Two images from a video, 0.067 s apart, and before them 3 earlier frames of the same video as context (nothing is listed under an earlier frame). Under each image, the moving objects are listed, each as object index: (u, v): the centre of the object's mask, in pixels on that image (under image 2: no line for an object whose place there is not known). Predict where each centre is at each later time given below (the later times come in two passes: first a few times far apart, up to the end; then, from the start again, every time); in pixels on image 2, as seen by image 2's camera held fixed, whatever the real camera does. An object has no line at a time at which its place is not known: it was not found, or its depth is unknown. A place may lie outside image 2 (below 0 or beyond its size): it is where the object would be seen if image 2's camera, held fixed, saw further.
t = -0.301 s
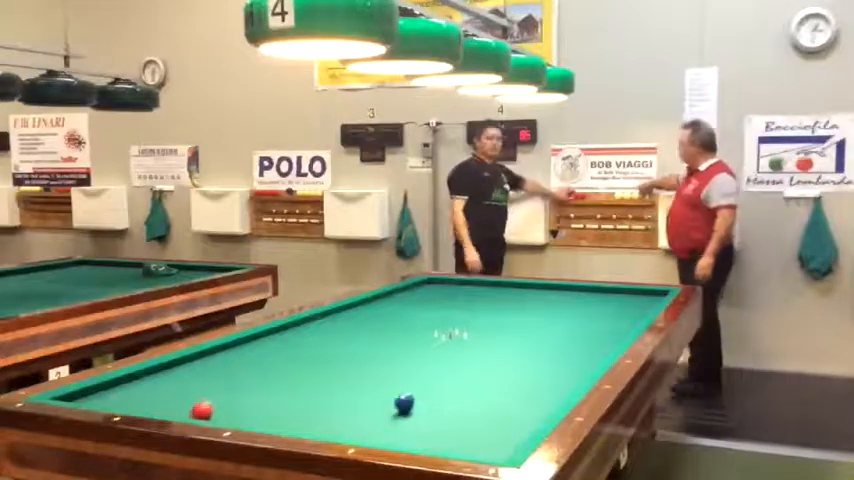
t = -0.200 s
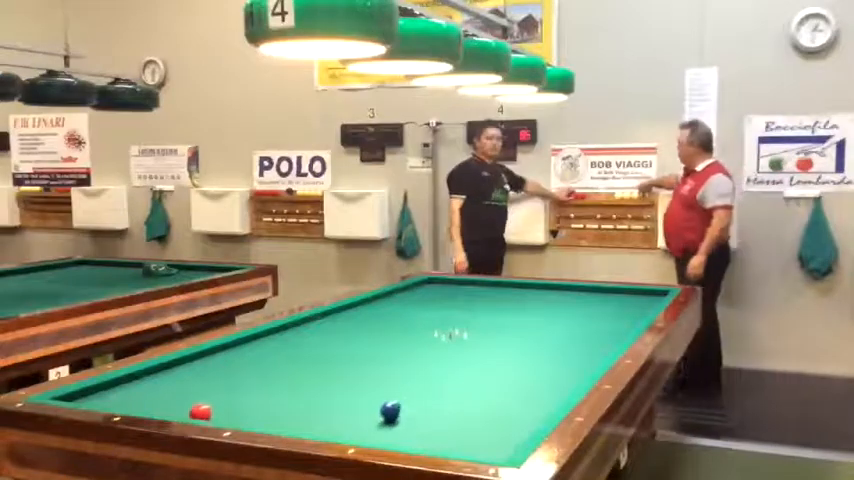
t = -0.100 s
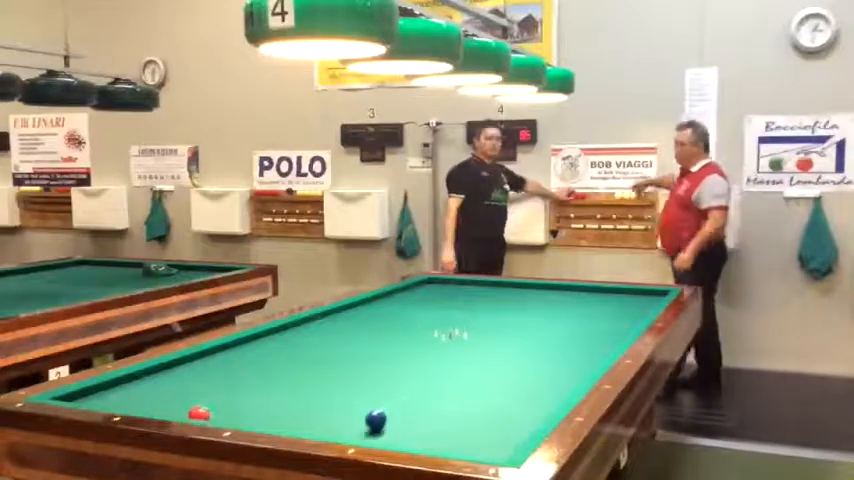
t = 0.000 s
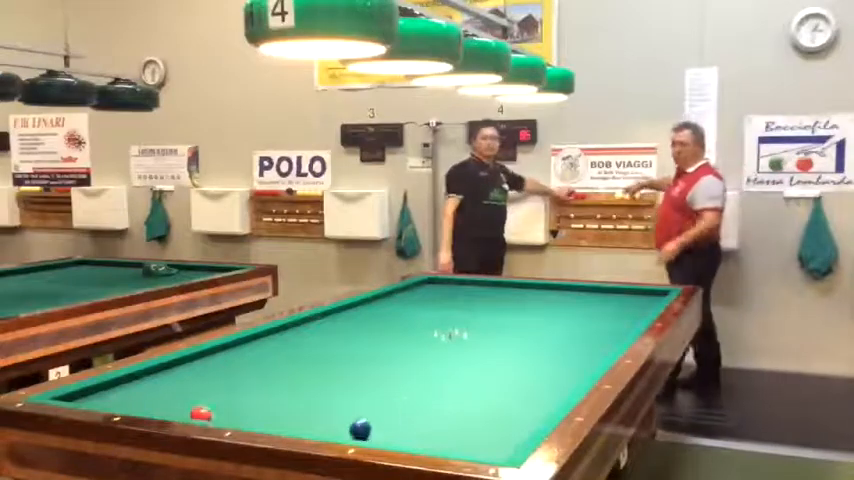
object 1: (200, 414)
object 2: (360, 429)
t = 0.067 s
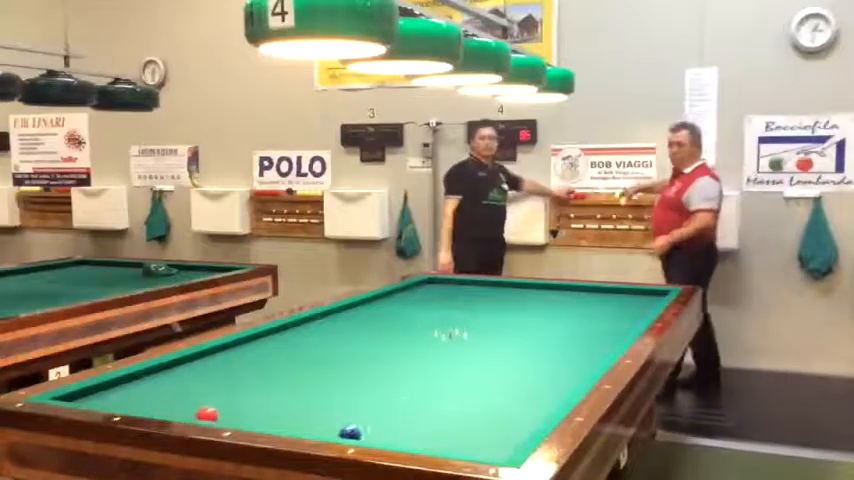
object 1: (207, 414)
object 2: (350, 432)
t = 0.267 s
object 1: (216, 413)
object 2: (366, 426)
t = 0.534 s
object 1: (230, 412)
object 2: (387, 413)
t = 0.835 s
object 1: (243, 411)
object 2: (408, 401)
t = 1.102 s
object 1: (254, 409)
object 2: (425, 391)
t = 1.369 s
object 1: (264, 407)
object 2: (439, 382)
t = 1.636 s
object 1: (272, 406)
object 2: (453, 373)
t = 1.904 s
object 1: (279, 404)
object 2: (465, 366)
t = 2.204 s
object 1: (286, 402)
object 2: (477, 359)
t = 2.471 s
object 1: (291, 401)
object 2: (486, 353)
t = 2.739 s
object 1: (296, 400)
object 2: (495, 348)
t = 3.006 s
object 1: (299, 399)
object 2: (503, 343)
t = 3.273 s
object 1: (302, 399)
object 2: (510, 339)
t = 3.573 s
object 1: (303, 399)
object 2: (518, 334)
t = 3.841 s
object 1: (304, 398)
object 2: (524, 330)
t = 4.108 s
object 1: (304, 398)
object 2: (529, 327)
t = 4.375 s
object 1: (304, 398)
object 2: (534, 324)
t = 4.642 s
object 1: (304, 398)
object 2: (540, 320)
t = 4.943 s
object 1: (304, 398)
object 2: (545, 317)
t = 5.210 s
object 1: (304, 398)
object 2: (549, 316)
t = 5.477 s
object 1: (304, 398)
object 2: (553, 313)
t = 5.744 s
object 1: (304, 398)
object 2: (556, 310)
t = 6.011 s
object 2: (559, 309)
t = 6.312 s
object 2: (562, 307)
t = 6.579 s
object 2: (565, 305)
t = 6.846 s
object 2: (567, 304)
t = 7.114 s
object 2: (569, 303)
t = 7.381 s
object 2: (570, 302)
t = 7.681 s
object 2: (572, 300)
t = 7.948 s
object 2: (574, 299)
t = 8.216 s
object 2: (576, 298)
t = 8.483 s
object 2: (576, 298)
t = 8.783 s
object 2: (577, 297)
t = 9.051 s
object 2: (578, 297)
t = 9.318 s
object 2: (578, 296)
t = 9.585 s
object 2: (579, 295)
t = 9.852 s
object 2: (579, 295)
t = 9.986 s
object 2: (580, 295)
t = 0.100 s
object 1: (208, 414)
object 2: (348, 433)
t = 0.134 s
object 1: (209, 414)
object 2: (351, 432)
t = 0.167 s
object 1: (210, 414)
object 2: (354, 431)
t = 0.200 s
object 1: (212, 414)
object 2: (359, 429)
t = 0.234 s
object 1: (214, 414)
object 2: (362, 428)
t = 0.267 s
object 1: (216, 413)
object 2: (366, 426)
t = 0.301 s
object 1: (217, 414)
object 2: (369, 424)
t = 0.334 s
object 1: (219, 413)
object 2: (372, 423)
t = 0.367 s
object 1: (221, 413)
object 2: (375, 421)
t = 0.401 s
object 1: (222, 413)
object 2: (377, 420)
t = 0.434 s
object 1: (225, 413)
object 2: (380, 418)
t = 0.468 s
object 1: (226, 413)
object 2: (383, 416)
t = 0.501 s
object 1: (228, 413)
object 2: (385, 415)
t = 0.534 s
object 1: (230, 412)
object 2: (387, 413)
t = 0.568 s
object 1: (231, 412)
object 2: (390, 412)
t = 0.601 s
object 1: (233, 412)
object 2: (392, 410)
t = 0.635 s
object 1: (235, 412)
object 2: (395, 409)
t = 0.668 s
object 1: (236, 412)
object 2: (397, 408)
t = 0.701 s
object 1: (237, 412)
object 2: (399, 406)
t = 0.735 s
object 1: (239, 411)
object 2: (401, 404)
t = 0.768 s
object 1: (240, 411)
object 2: (404, 403)
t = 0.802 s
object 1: (241, 411)
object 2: (406, 402)
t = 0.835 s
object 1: (243, 411)
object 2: (408, 401)
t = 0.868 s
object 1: (244, 410)
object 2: (410, 399)
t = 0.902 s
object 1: (246, 410)
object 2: (412, 398)
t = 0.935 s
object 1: (247, 410)
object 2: (414, 397)
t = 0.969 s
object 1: (248, 410)
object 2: (416, 395)
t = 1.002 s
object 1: (250, 409)
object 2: (418, 394)
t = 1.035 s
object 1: (251, 409)
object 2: (420, 393)
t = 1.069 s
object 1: (253, 409)
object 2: (422, 392)
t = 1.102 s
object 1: (254, 409)
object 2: (425, 391)
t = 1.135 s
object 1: (255, 409)
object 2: (426, 390)
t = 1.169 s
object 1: (256, 408)
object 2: (428, 389)
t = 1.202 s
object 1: (257, 408)
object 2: (430, 387)
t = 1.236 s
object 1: (259, 408)
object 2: (432, 386)
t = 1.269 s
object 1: (260, 408)
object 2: (434, 385)
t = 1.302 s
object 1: (261, 408)
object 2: (436, 384)
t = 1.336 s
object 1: (262, 407)
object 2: (438, 383)
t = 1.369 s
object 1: (264, 407)
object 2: (439, 382)
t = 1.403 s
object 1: (264, 407)
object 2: (441, 381)
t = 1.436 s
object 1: (266, 407)
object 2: (443, 380)
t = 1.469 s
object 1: (267, 407)
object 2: (444, 379)
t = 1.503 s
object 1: (268, 407)
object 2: (446, 378)
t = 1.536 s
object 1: (269, 407)
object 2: (448, 377)
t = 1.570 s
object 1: (270, 406)
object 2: (449, 376)
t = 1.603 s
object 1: (271, 406)
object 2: (451, 375)
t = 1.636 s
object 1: (272, 406)
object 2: (453, 373)
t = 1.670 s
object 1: (273, 405)
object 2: (454, 373)
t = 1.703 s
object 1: (274, 405)
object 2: (456, 371)
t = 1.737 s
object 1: (275, 405)
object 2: (457, 371)
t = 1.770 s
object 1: (276, 405)
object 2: (459, 370)
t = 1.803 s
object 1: (277, 404)
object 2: (460, 369)
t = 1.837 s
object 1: (278, 404)
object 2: (462, 368)
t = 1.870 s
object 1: (278, 404)
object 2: (463, 367)
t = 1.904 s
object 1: (279, 404)
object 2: (465, 366)
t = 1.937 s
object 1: (280, 404)
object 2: (466, 365)
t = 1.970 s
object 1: (281, 404)
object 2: (468, 364)
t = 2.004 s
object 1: (282, 404)
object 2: (469, 364)
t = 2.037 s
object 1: (282, 403)
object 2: (470, 363)
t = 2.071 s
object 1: (283, 403)
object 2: (472, 362)
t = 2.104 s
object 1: (283, 403)
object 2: (473, 361)
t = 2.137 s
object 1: (285, 402)
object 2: (474, 360)
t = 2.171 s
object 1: (285, 402)
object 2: (475, 360)
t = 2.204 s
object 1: (286, 402)
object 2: (477, 359)
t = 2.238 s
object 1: (287, 402)
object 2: (478, 358)
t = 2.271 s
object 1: (288, 402)
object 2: (479, 357)
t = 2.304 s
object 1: (289, 401)
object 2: (480, 357)
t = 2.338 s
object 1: (289, 401)
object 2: (482, 356)
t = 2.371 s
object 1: (290, 401)
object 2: (483, 355)
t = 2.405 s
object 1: (290, 401)
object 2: (484, 355)
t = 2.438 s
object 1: (291, 401)
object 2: (485, 354)
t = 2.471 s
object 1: (291, 401)
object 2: (486, 353)
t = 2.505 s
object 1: (292, 401)
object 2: (487, 353)
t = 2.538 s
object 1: (293, 401)
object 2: (488, 352)
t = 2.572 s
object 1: (293, 401)
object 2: (490, 351)
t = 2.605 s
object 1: (294, 401)
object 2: (491, 350)
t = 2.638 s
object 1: (294, 400)
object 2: (492, 350)
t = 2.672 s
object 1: (295, 400)
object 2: (493, 349)
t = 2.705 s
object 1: (295, 400)
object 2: (494, 349)
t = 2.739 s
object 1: (296, 400)
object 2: (495, 348)
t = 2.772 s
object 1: (296, 400)
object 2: (496, 347)
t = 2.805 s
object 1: (297, 400)
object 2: (497, 347)
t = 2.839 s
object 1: (297, 400)
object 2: (498, 346)
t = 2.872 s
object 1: (298, 400)
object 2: (499, 346)
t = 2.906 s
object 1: (298, 399)
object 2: (500, 345)
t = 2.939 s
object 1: (299, 400)
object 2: (501, 344)
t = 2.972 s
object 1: (299, 399)
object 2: (502, 344)
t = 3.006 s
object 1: (299, 399)
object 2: (503, 343)
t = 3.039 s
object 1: (300, 399)
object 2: (504, 342)
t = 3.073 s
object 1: (300, 399)
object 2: (505, 342)
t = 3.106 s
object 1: (301, 399)
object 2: (506, 341)
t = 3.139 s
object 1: (301, 399)
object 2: (507, 341)
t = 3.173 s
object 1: (301, 399)
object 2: (508, 340)
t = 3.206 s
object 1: (302, 399)
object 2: (508, 340)
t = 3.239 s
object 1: (302, 399)
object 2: (510, 339)
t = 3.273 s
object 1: (302, 399)
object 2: (510, 339)
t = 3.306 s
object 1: (302, 399)
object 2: (511, 338)
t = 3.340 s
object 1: (302, 399)
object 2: (512, 337)
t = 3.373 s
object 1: (302, 399)
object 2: (513, 337)
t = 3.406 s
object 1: (303, 399)
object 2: (514, 336)
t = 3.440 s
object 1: (303, 399)
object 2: (514, 336)
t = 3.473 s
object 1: (303, 399)
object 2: (515, 335)
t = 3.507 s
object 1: (303, 399)
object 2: (516, 335)
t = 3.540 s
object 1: (303, 399)
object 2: (517, 334)
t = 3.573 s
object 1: (303, 399)
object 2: (518, 334)
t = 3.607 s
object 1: (303, 399)
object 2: (519, 333)
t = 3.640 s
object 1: (304, 398)
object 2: (519, 333)
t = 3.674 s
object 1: (304, 398)
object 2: (520, 332)
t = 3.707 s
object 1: (304, 398)
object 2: (521, 332)
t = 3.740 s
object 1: (304, 398)
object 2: (522, 331)
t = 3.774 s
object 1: (304, 398)
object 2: (522, 331)
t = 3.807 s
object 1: (304, 398)
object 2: (523, 330)
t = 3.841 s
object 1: (304, 398)
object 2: (524, 330)
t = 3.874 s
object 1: (304, 398)
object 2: (524, 330)
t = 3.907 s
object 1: (304, 398)
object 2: (525, 329)
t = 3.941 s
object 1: (304, 398)
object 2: (526, 329)
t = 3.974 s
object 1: (304, 398)
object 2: (526, 328)
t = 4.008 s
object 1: (304, 398)
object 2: (527, 328)
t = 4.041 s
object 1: (304, 398)
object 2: (528, 327)
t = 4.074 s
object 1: (304, 398)
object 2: (528, 327)
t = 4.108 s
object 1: (304, 398)
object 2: (529, 327)
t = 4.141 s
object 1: (304, 398)
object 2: (530, 326)
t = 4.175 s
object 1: (304, 398)
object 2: (530, 326)
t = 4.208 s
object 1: (304, 398)
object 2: (531, 325)
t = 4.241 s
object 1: (304, 398)
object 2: (532, 325)
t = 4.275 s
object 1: (304, 398)
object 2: (532, 325)
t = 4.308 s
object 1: (304, 398)
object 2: (533, 324)
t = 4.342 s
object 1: (304, 398)
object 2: (534, 324)
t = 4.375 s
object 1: (304, 398)
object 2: (534, 324)
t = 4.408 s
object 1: (304, 398)
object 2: (535, 323)
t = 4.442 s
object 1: (304, 398)
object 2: (536, 323)
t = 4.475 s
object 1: (304, 398)
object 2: (536, 322)
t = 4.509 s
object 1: (304, 398)
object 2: (537, 322)
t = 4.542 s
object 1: (304, 398)
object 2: (538, 322)
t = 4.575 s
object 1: (304, 398)
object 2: (538, 321)
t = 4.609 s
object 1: (304, 398)
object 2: (539, 321)
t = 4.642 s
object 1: (304, 398)
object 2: (540, 320)
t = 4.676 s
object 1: (304, 398)
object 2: (540, 320)
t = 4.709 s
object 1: (304, 398)
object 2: (541, 320)
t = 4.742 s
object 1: (304, 398)
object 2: (541, 319)
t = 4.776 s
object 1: (304, 398)
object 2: (542, 319)
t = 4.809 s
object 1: (304, 398)
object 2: (542, 319)
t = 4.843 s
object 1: (304, 398)
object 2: (543, 319)
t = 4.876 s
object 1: (304, 398)
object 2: (544, 317)
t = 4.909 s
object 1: (304, 398)
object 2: (544, 317)
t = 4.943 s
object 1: (304, 398)
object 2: (545, 317)
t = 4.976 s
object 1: (304, 398)
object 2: (546, 317)
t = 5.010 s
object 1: (304, 398)
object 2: (546, 317)
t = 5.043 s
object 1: (304, 398)
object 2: (547, 317)
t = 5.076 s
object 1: (304, 398)
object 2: (547, 316)
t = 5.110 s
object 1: (304, 398)
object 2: (548, 316)
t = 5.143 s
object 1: (304, 398)
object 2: (548, 316)
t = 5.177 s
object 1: (304, 398)
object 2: (548, 316)
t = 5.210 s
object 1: (304, 398)
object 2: (549, 316)
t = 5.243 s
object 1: (304, 398)
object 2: (550, 315)
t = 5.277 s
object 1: (304, 398)
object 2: (550, 315)
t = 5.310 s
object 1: (304, 398)
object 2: (550, 314)
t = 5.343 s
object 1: (304, 398)
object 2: (551, 314)
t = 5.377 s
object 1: (304, 398)
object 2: (551, 313)
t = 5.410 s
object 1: (304, 398)
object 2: (552, 313)
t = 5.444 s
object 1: (304, 398)
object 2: (552, 313)
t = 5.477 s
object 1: (304, 398)
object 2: (553, 313)
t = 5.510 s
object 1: (304, 398)
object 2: (553, 313)
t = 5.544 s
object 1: (304, 398)
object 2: (554, 313)
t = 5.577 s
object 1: (304, 398)
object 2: (554, 313)
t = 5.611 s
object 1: (304, 398)
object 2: (555, 311)
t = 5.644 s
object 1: (304, 398)
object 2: (555, 312)
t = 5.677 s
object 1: (304, 398)
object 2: (555, 312)
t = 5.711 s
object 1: (304, 398)
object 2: (556, 311)
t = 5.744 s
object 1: (304, 398)
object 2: (556, 310)
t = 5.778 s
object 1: (304, 398)
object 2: (557, 311)
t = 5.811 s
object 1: (304, 398)
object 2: (557, 310)
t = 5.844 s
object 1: (304, 398)
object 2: (557, 310)
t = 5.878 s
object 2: (557, 310)
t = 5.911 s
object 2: (558, 309)
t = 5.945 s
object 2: (558, 309)
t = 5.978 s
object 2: (559, 309)
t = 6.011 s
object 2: (559, 309)
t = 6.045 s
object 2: (559, 309)
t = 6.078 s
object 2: (560, 308)
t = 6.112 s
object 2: (560, 308)
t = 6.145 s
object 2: (560, 308)
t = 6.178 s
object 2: (561, 307)
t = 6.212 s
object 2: (561, 307)
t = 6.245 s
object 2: (561, 307)
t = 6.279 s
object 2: (561, 307)
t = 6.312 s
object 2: (562, 307)
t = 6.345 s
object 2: (562, 307)
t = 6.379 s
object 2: (563, 307)
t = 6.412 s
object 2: (563, 306)
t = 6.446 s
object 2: (563, 306)
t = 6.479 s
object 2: (563, 306)
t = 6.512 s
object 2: (563, 306)
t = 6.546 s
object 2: (564, 305)
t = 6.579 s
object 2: (565, 305)
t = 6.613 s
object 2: (564, 305)
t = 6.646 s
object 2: (565, 304)
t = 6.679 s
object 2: (566, 304)
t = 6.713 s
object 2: (566, 304)
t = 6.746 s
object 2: (566, 304)
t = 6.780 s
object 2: (567, 304)
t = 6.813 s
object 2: (567, 304)
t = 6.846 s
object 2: (567, 304)
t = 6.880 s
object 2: (567, 304)
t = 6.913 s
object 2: (567, 303)
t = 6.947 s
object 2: (568, 303)
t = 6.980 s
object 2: (568, 303)
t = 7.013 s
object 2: (568, 303)
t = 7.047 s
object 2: (569, 303)
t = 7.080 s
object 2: (569, 303)
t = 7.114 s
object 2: (569, 303)
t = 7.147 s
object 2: (569, 303)
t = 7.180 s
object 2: (569, 303)
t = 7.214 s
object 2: (570, 302)
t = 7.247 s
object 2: (570, 302)
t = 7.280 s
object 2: (570, 302)
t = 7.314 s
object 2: (570, 302)
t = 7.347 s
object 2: (570, 302)
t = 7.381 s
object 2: (570, 302)
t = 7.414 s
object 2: (571, 301)
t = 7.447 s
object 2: (571, 301)
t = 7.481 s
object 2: (571, 301)
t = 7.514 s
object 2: (571, 301)
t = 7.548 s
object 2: (571, 301)
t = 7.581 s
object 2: (571, 301)
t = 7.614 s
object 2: (572, 301)
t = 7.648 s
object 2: (572, 301)
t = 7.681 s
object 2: (572, 300)
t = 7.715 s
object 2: (573, 300)
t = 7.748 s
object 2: (573, 300)
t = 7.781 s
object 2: (573, 300)
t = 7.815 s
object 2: (573, 300)
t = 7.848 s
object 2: (574, 300)
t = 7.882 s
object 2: (574, 300)
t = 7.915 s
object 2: (574, 299)
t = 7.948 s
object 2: (574, 299)
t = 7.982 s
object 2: (575, 299)
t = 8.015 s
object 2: (575, 299)
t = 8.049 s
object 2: (575, 299)
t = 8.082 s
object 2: (575, 299)
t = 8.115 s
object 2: (575, 299)
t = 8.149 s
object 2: (575, 299)
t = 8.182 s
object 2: (575, 299)
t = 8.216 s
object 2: (576, 298)
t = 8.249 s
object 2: (576, 298)
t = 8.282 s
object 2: (576, 298)
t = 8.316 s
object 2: (576, 298)
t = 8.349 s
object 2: (576, 298)
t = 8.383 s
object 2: (576, 298)
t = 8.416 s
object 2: (576, 298)
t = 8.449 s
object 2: (576, 298)
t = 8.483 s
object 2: (576, 298)
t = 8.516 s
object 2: (576, 298)
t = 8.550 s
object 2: (577, 297)
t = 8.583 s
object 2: (577, 298)
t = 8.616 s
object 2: (577, 297)
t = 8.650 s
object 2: (577, 298)
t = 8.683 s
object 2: (577, 298)
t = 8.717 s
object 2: (577, 297)
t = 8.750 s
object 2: (577, 297)
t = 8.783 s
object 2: (577, 297)
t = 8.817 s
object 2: (578, 297)
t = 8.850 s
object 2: (577, 296)
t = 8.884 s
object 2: (577, 296)
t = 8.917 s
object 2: (578, 297)
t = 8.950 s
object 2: (578, 297)
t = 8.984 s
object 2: (578, 297)
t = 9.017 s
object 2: (578, 297)
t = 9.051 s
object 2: (578, 297)
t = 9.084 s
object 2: (578, 297)
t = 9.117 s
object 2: (578, 297)
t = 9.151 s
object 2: (578, 296)
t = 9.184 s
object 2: (578, 296)
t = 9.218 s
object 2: (579, 296)
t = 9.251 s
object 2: (579, 296)
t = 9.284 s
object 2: (578, 296)
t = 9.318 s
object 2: (578, 296)
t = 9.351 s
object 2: (579, 296)
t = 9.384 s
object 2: (579, 296)
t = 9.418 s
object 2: (579, 295)
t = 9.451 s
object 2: (579, 295)
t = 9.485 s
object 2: (579, 295)
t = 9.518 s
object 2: (579, 295)
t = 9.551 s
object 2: (579, 295)
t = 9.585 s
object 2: (579, 295)
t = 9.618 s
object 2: (579, 295)
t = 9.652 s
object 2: (579, 295)
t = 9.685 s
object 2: (579, 295)
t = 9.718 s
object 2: (579, 295)
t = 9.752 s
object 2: (579, 295)
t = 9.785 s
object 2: (579, 295)
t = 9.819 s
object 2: (579, 295)
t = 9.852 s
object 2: (579, 295)
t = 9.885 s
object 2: (579, 295)
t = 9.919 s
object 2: (580, 295)
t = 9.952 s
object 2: (580, 295)
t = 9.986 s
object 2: (580, 295)
